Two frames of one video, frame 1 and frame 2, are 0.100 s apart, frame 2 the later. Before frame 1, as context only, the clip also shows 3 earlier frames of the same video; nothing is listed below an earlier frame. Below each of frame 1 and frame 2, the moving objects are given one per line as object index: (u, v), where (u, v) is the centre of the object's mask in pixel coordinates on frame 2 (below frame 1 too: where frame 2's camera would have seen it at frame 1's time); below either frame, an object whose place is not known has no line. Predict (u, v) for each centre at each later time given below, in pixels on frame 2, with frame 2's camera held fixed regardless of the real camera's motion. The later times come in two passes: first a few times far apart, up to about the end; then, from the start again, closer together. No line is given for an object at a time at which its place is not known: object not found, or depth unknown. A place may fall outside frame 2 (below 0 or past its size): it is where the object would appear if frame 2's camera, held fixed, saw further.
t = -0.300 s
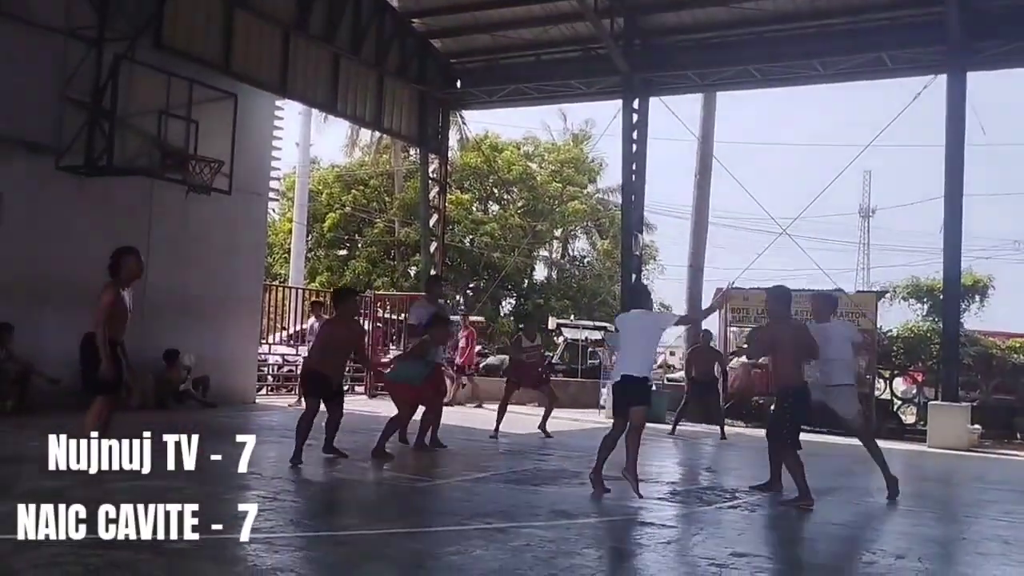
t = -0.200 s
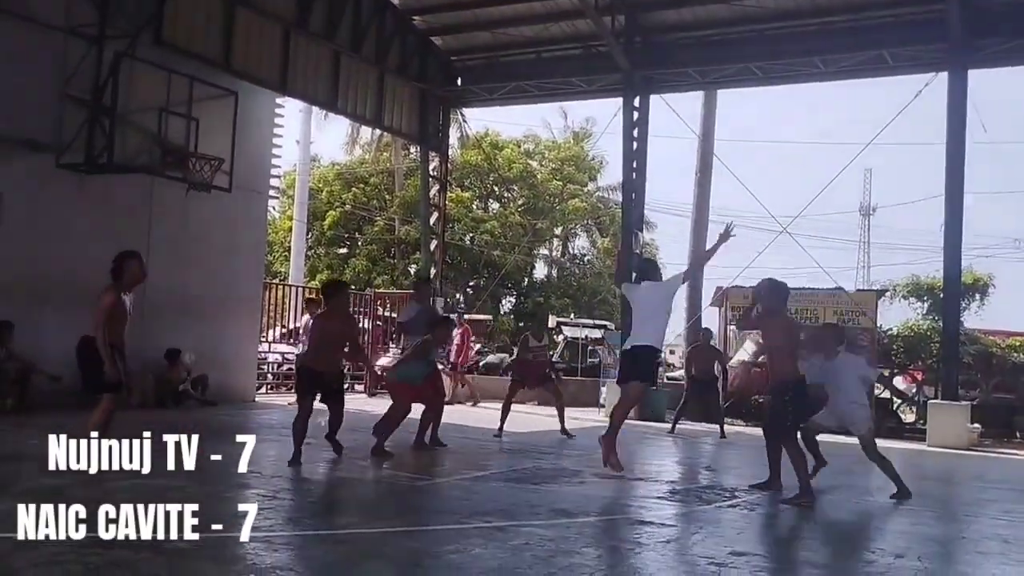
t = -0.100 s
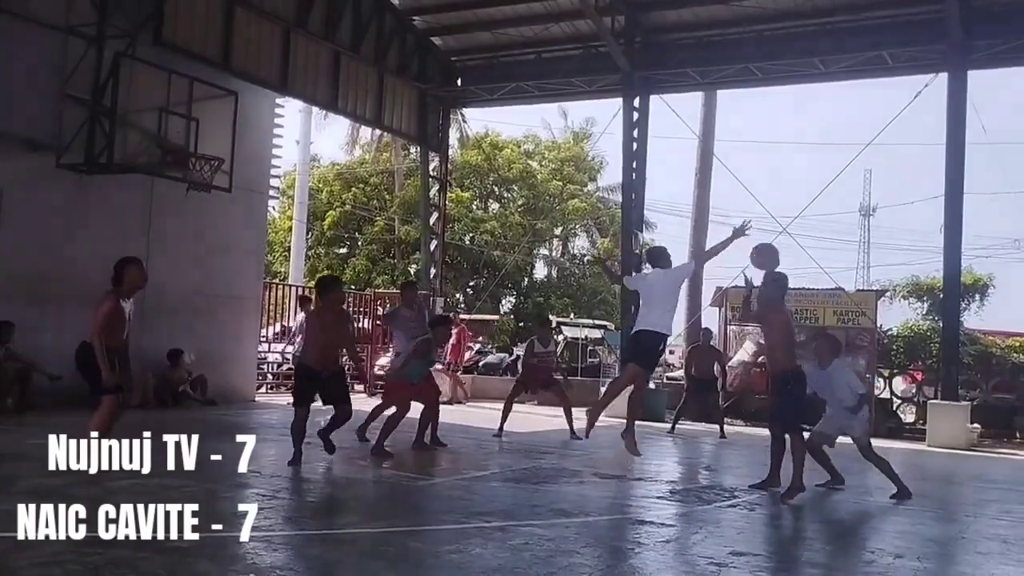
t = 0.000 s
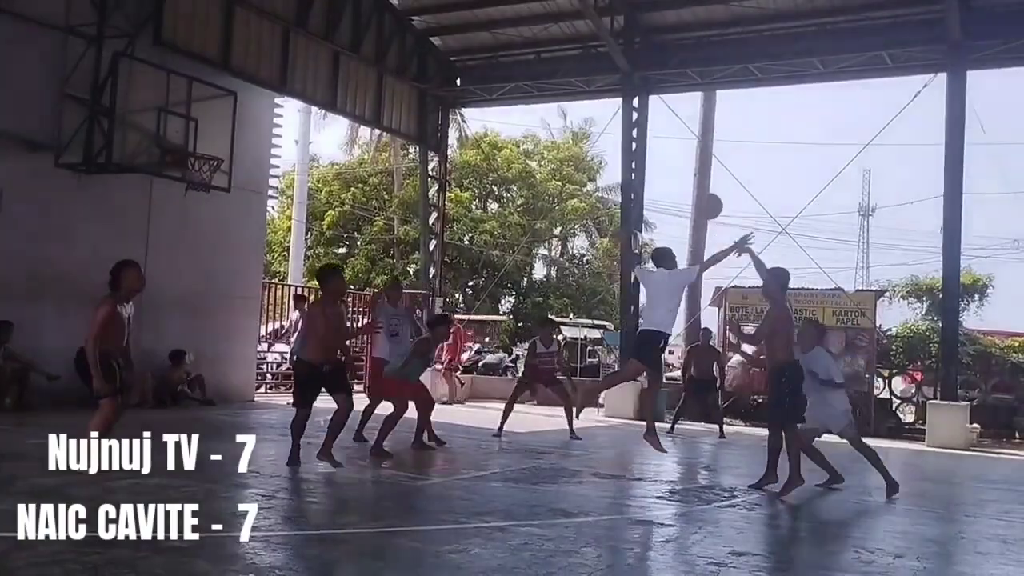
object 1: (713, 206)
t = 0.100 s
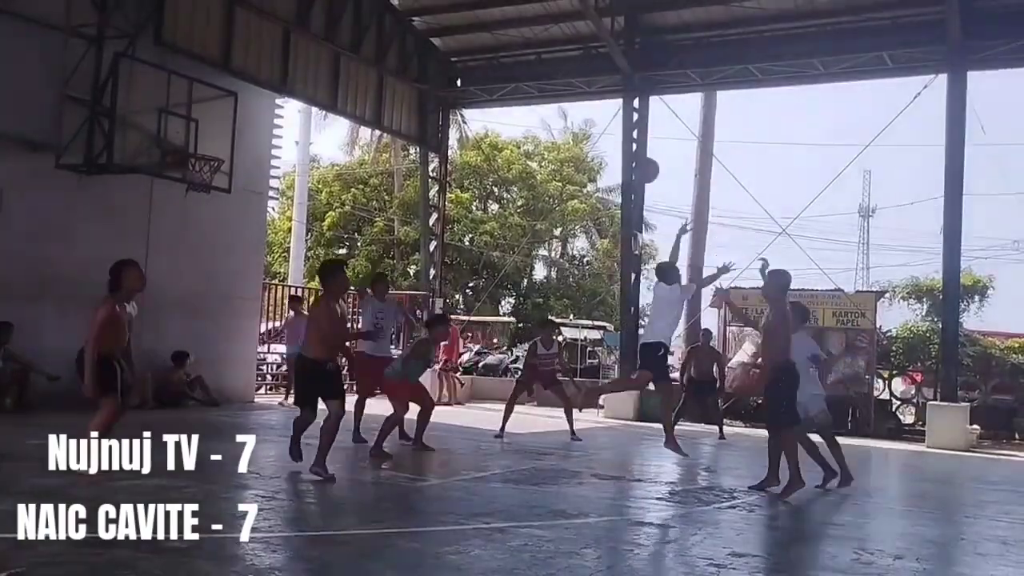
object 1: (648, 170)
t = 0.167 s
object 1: (606, 153)
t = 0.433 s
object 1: (459, 130)
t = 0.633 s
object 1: (360, 158)
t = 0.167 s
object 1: (606, 153)
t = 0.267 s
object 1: (549, 136)
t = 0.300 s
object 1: (530, 133)
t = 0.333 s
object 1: (512, 130)
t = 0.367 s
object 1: (494, 129)
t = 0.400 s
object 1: (477, 129)
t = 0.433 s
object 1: (459, 130)
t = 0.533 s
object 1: (407, 143)
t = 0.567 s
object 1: (392, 145)
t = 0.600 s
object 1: (376, 151)
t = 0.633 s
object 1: (360, 158)
